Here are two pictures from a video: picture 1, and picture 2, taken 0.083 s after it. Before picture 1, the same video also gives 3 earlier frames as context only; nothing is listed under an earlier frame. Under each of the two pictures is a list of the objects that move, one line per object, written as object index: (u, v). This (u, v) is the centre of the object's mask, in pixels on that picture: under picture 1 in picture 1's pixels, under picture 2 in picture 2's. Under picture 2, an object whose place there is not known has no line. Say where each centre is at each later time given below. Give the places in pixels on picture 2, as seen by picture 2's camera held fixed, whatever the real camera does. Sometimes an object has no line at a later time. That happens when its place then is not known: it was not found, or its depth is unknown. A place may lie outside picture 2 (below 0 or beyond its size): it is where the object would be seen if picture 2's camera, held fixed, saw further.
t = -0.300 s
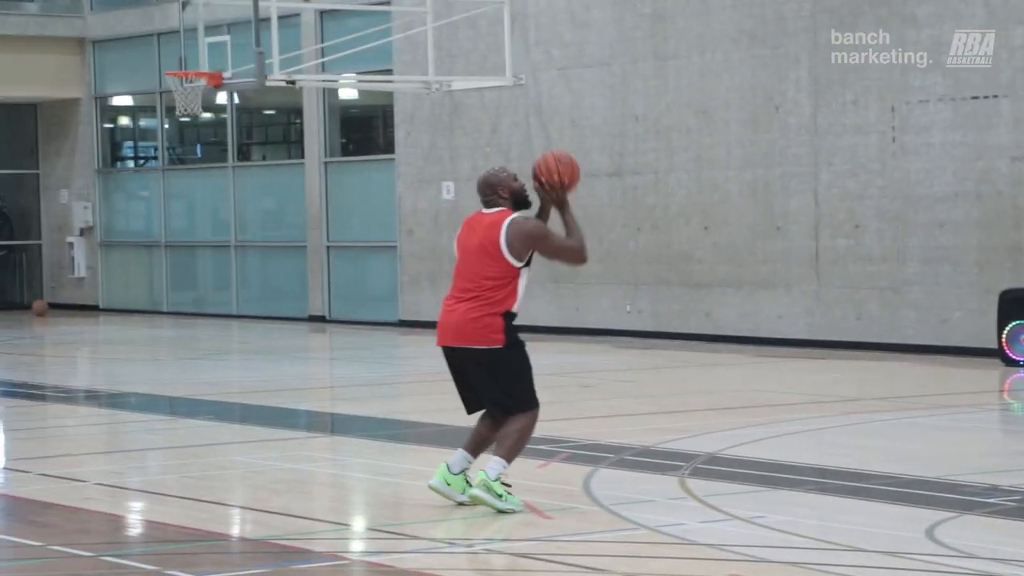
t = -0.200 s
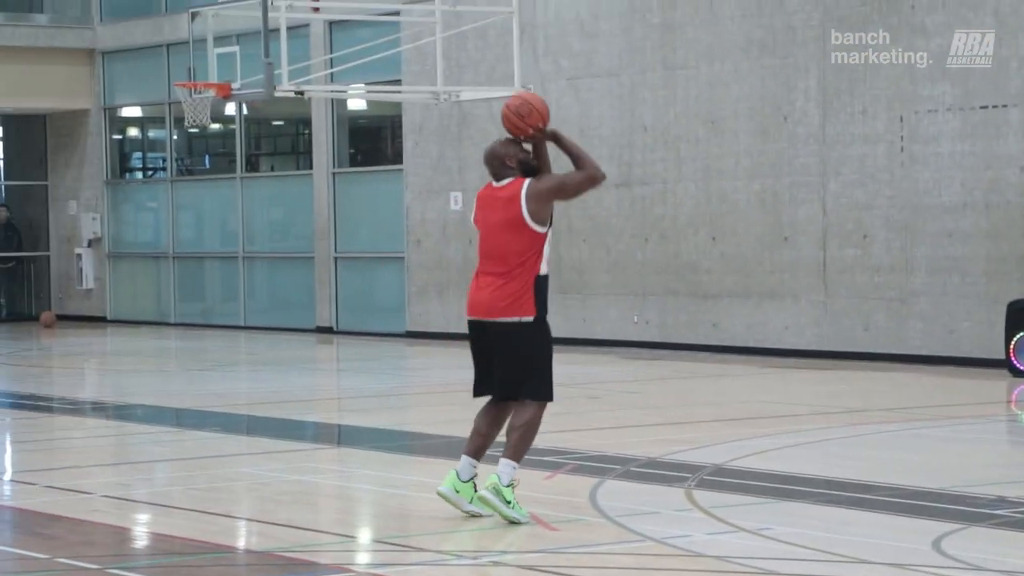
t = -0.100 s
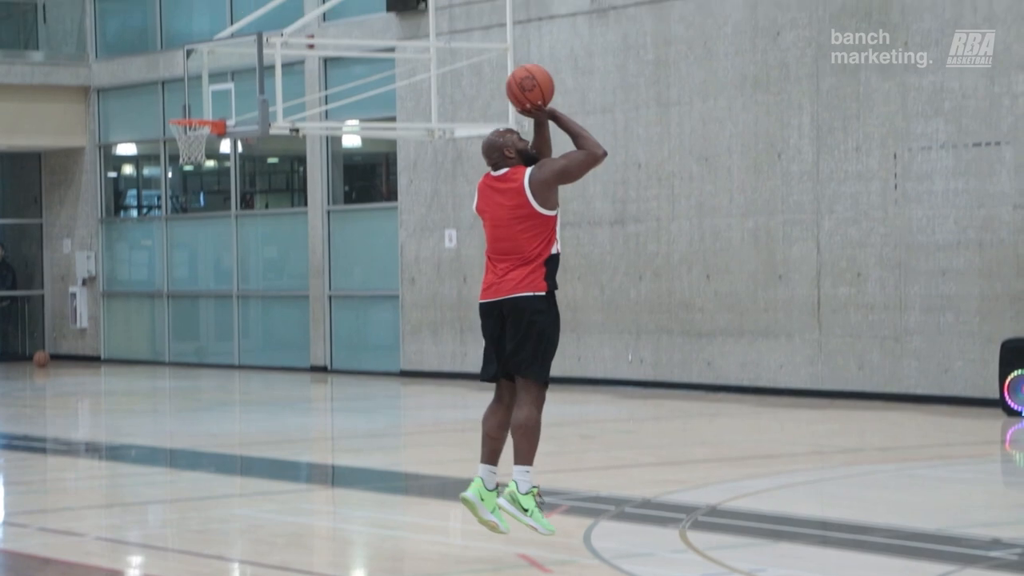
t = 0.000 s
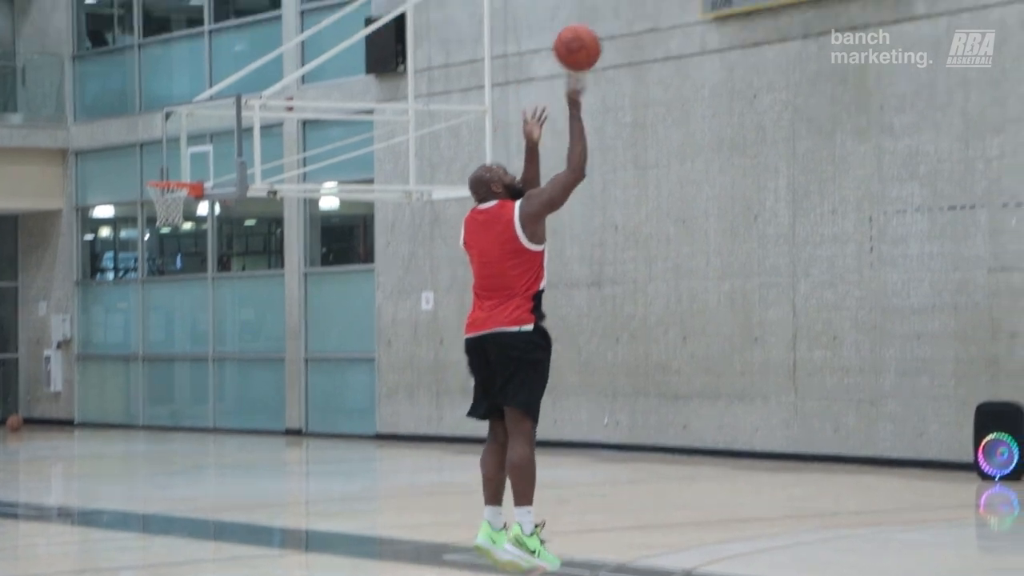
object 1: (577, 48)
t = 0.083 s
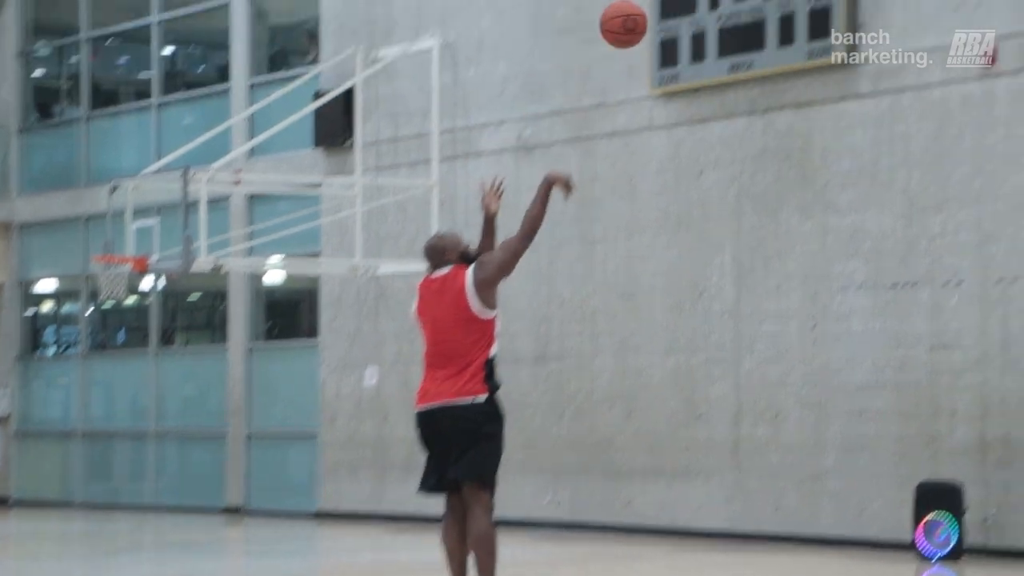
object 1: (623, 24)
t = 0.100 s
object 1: (644, 4)
